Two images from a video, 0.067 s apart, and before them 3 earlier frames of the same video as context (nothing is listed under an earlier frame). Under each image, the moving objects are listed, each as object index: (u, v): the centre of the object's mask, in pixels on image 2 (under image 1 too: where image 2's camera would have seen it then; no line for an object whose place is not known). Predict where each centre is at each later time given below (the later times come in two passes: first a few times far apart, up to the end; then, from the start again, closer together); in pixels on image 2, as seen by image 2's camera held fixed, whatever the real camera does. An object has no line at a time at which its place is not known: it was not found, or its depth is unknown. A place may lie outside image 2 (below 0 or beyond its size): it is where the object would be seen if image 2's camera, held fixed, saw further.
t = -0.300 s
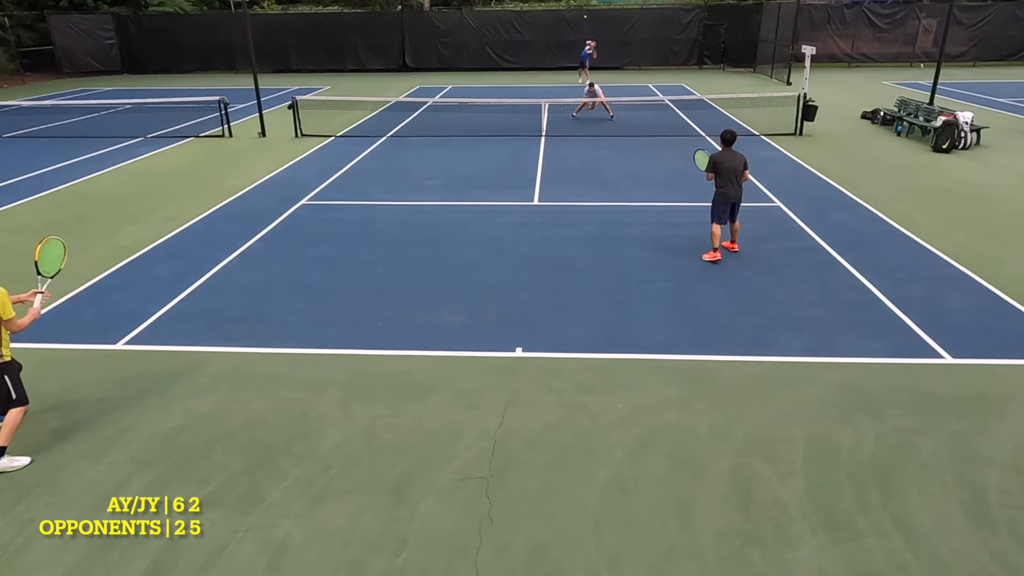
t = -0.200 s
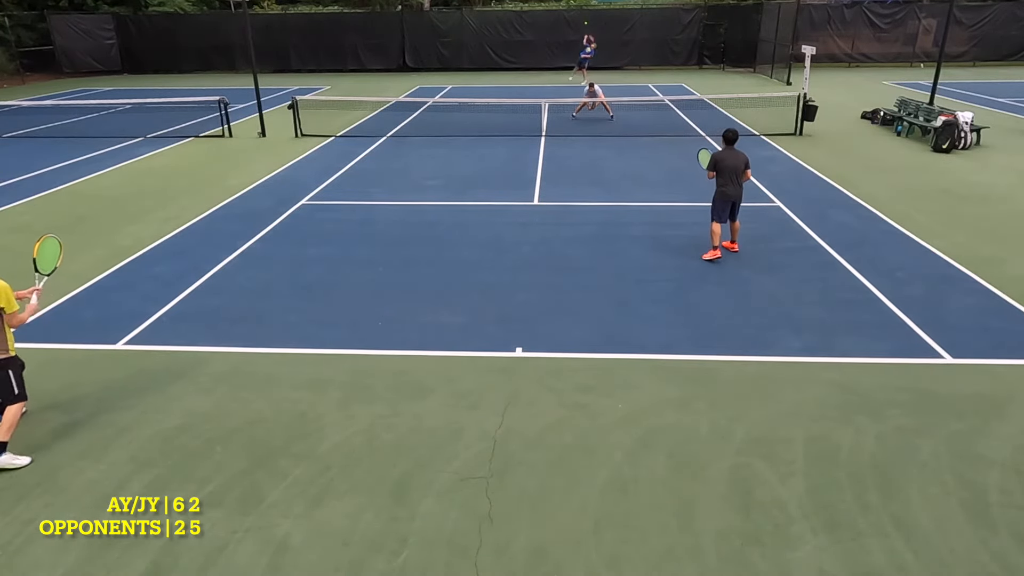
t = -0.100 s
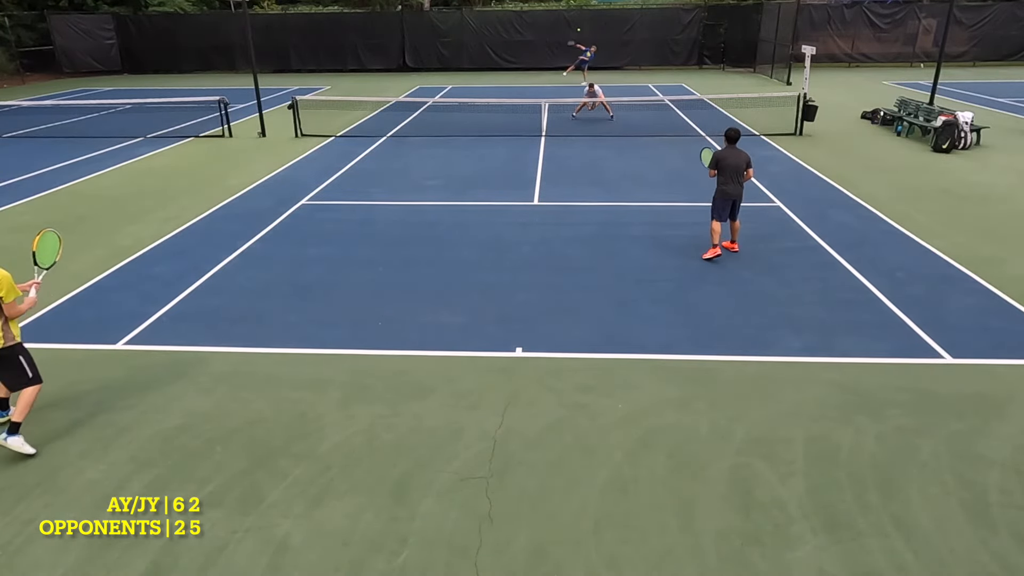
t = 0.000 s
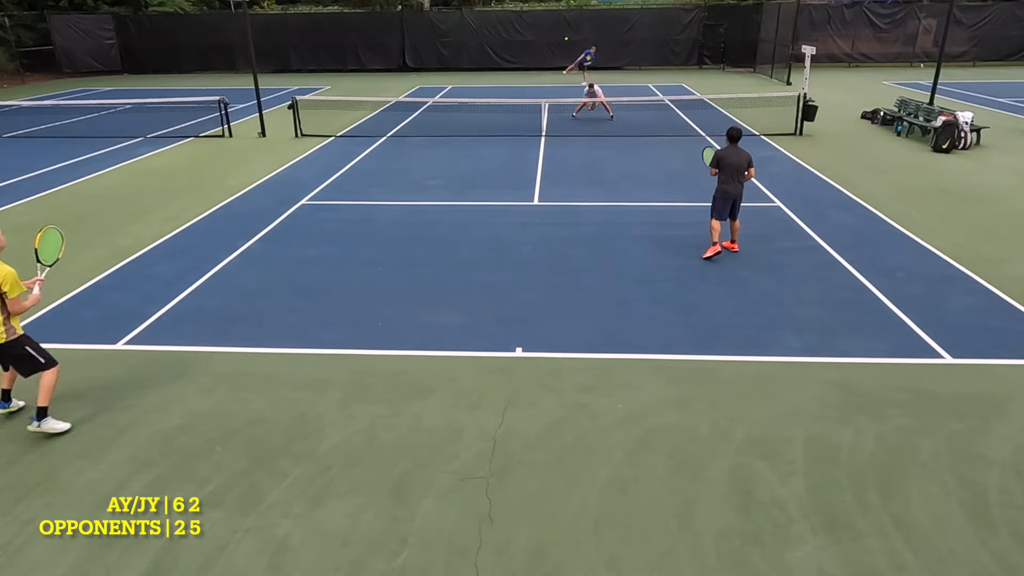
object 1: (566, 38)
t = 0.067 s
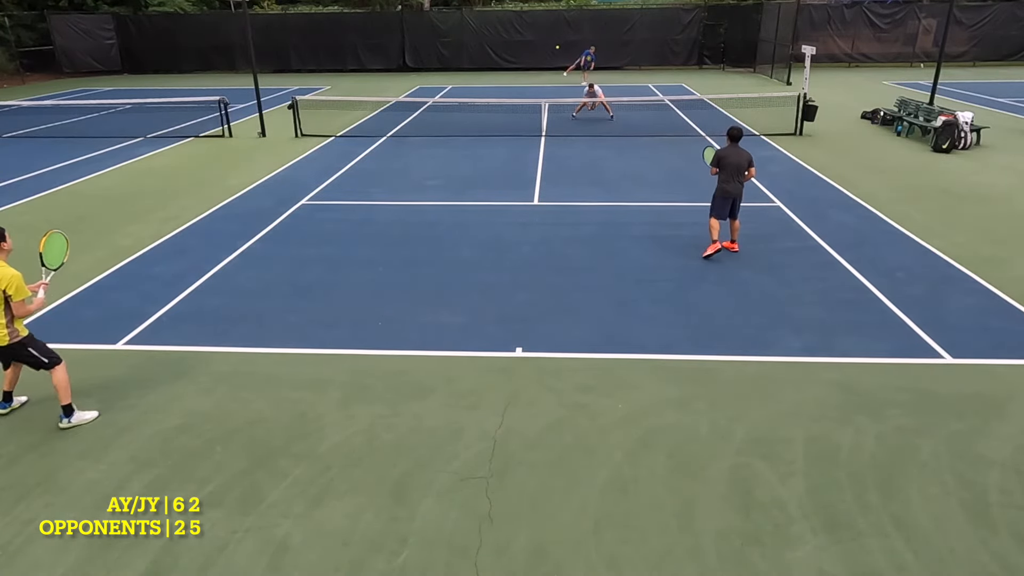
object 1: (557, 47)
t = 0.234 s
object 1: (534, 80)
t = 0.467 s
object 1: (494, 173)
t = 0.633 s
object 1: (468, 169)
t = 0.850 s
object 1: (423, 189)
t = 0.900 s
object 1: (410, 202)
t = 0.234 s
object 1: (534, 80)
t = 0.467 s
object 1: (494, 173)
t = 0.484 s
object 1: (491, 177)
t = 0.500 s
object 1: (488, 175)
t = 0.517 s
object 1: (486, 174)
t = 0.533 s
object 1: (483, 173)
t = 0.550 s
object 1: (480, 172)
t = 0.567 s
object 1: (478, 171)
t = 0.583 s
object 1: (475, 170)
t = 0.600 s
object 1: (473, 170)
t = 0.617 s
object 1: (470, 169)
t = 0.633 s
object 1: (468, 169)
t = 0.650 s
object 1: (465, 169)
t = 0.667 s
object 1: (462, 169)
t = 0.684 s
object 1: (459, 169)
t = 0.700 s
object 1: (456, 170)
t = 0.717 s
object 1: (452, 171)
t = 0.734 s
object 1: (449, 172)
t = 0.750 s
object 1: (446, 174)
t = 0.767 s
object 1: (442, 176)
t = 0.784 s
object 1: (439, 177)
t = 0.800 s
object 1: (435, 180)
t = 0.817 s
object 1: (431, 183)
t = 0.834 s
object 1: (427, 185)
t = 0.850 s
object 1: (423, 189)
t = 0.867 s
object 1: (419, 193)
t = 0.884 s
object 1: (415, 197)
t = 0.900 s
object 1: (410, 202)
